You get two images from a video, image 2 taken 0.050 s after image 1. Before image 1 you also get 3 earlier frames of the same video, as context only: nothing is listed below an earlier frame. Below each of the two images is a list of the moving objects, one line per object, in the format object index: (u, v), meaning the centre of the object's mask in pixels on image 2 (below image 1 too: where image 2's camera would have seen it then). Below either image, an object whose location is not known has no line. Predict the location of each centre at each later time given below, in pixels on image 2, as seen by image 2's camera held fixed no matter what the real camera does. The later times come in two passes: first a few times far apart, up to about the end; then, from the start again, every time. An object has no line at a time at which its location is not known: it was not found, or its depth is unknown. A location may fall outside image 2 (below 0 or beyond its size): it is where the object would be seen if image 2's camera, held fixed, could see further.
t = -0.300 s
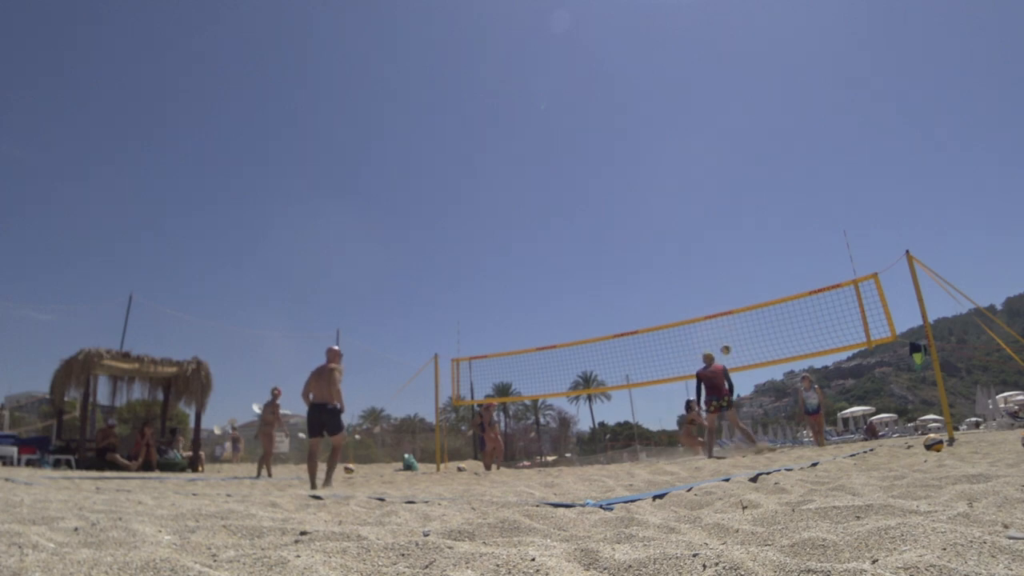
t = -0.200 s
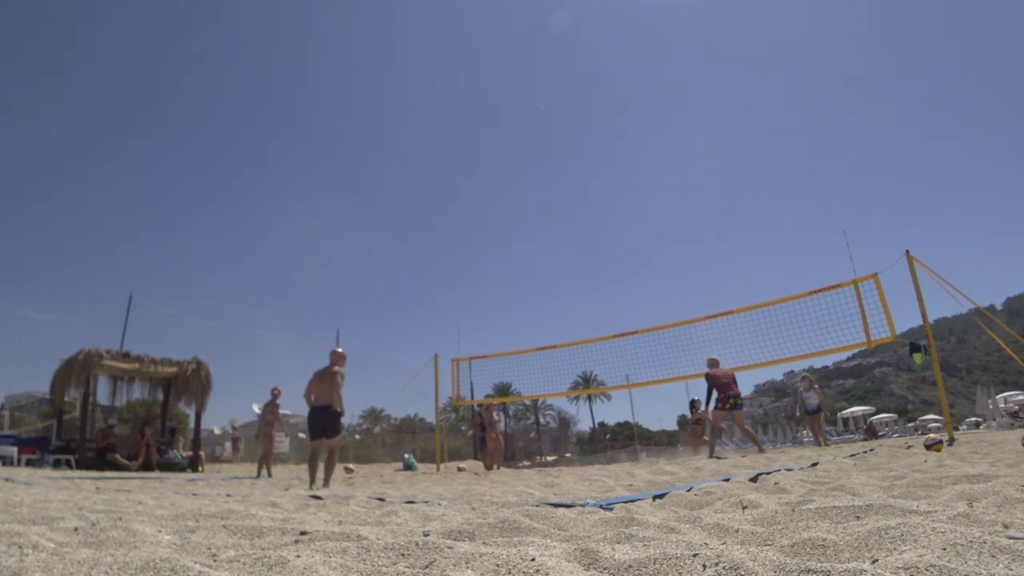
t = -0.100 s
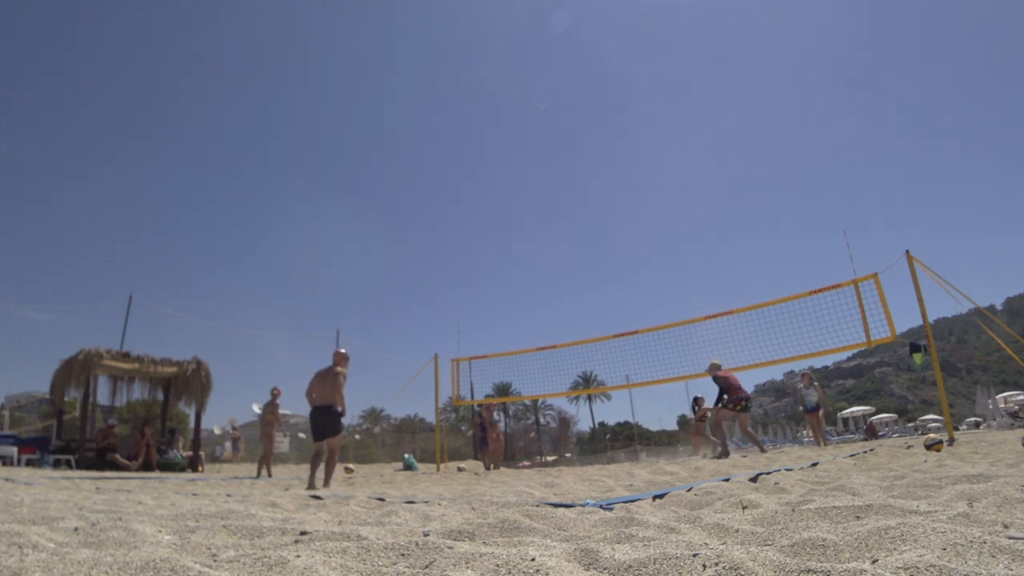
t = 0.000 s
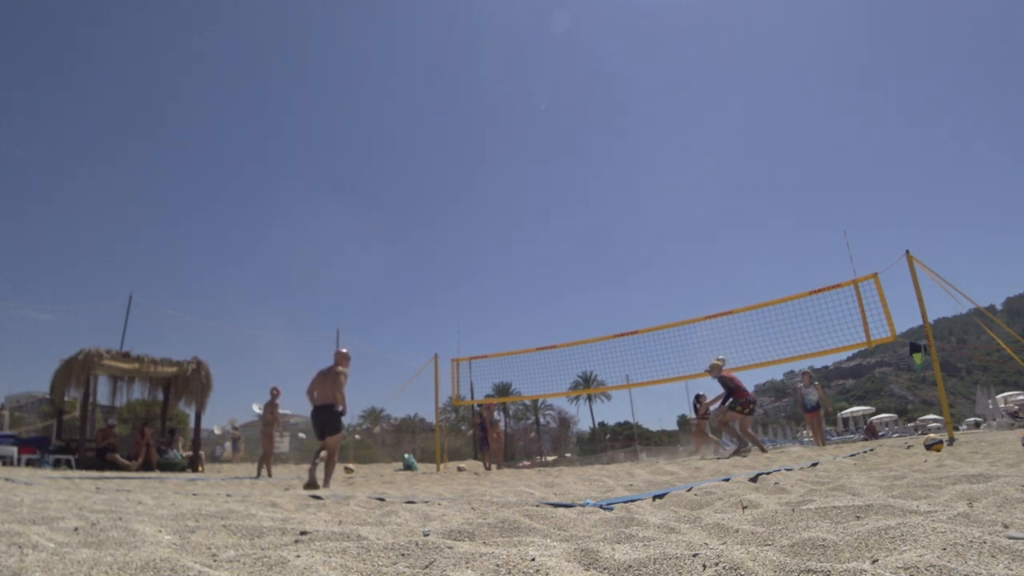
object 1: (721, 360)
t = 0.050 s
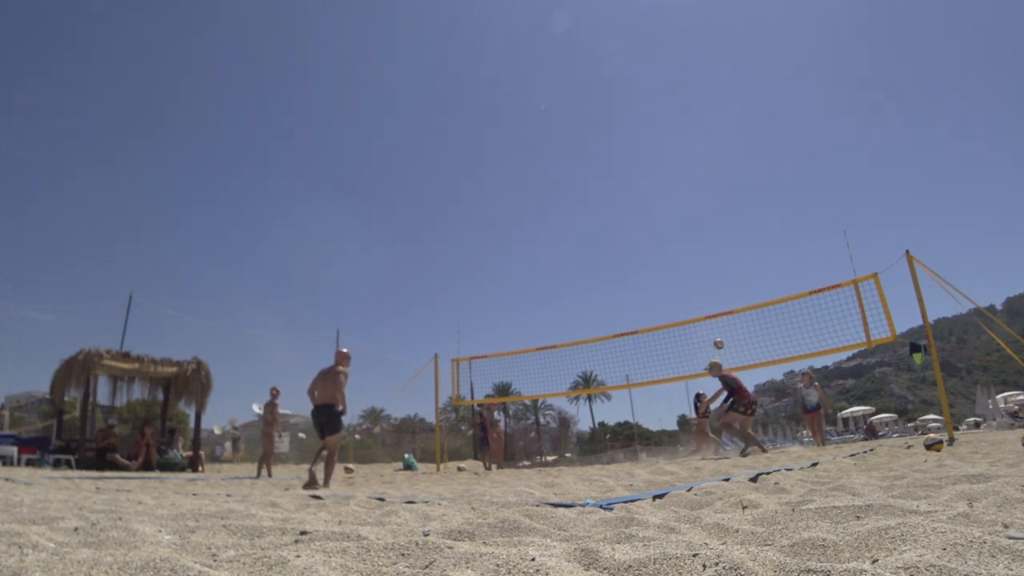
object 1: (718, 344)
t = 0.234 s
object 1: (712, 292)
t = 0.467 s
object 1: (706, 252)
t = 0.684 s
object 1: (704, 238)
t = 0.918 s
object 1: (706, 248)
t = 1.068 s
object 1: (710, 269)
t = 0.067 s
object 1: (718, 338)
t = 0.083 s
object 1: (717, 333)
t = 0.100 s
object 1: (717, 327)
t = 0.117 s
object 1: (716, 323)
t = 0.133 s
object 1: (716, 319)
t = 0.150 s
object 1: (714, 310)
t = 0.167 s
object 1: (714, 308)
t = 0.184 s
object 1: (713, 303)
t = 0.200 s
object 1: (713, 300)
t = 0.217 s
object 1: (712, 296)
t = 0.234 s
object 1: (712, 292)
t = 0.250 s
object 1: (711, 288)
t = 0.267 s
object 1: (711, 284)
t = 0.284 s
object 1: (710, 281)
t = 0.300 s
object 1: (710, 277)
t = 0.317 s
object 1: (709, 274)
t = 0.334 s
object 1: (709, 271)
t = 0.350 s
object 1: (709, 268)
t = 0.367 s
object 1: (708, 266)
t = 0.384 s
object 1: (708, 263)
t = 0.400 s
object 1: (707, 260)
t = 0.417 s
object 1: (707, 258)
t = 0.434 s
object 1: (707, 256)
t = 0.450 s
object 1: (706, 254)
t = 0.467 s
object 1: (706, 252)
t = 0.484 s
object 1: (706, 250)
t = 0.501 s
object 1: (705, 248)
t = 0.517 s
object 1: (706, 247)
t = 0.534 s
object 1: (705, 245)
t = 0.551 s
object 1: (705, 244)
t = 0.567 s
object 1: (705, 243)
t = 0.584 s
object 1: (705, 242)
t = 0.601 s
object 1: (704, 241)
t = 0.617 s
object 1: (705, 240)
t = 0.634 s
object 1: (704, 240)
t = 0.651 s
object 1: (705, 239)
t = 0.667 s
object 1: (704, 238)
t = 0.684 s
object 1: (704, 238)
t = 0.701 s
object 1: (704, 238)
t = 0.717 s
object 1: (704, 238)
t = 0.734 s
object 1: (704, 238)
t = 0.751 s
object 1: (704, 238)
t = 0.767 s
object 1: (704, 238)
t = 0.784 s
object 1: (704, 239)
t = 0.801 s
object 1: (705, 240)
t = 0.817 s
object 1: (705, 240)
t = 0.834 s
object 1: (705, 242)
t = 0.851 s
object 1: (705, 242)
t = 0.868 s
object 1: (705, 244)
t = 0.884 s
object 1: (706, 245)
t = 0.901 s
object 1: (706, 246)
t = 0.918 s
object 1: (706, 248)
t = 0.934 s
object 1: (706, 250)
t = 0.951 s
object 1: (707, 252)
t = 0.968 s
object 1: (707, 254)
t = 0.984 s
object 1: (708, 256)
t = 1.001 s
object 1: (708, 258)
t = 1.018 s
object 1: (708, 261)
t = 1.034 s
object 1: (709, 263)
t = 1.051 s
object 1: (709, 266)
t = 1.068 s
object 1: (710, 269)
